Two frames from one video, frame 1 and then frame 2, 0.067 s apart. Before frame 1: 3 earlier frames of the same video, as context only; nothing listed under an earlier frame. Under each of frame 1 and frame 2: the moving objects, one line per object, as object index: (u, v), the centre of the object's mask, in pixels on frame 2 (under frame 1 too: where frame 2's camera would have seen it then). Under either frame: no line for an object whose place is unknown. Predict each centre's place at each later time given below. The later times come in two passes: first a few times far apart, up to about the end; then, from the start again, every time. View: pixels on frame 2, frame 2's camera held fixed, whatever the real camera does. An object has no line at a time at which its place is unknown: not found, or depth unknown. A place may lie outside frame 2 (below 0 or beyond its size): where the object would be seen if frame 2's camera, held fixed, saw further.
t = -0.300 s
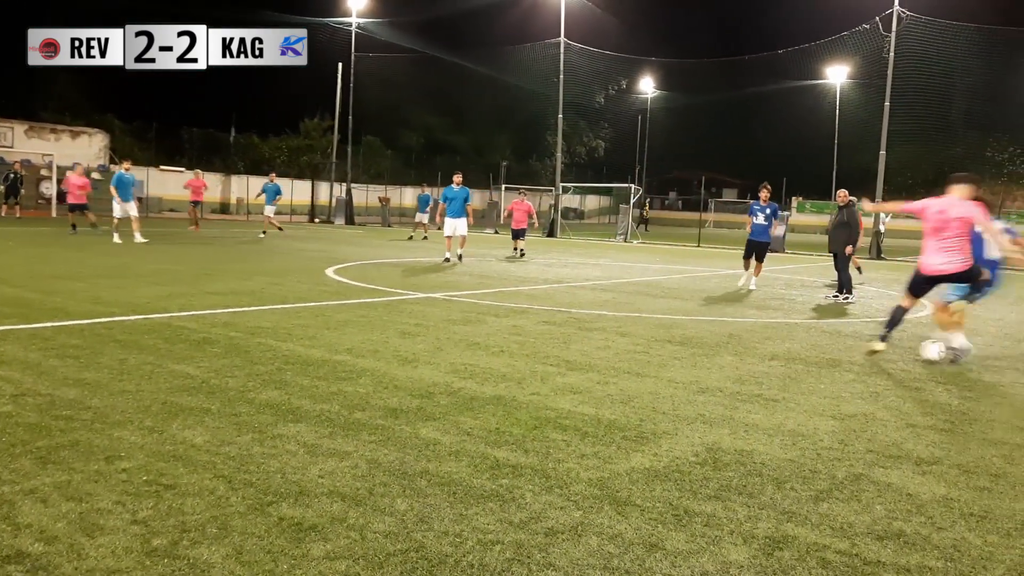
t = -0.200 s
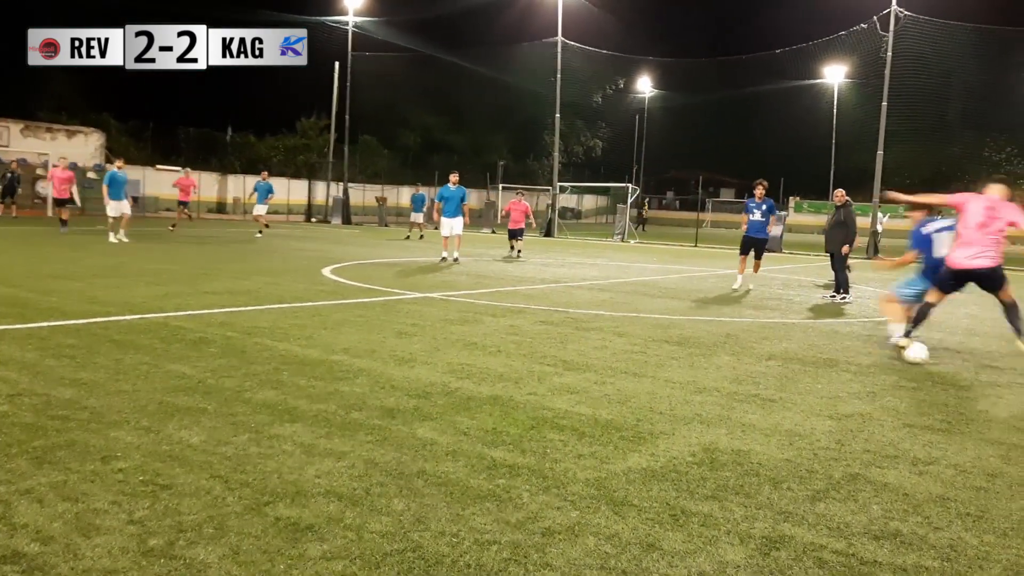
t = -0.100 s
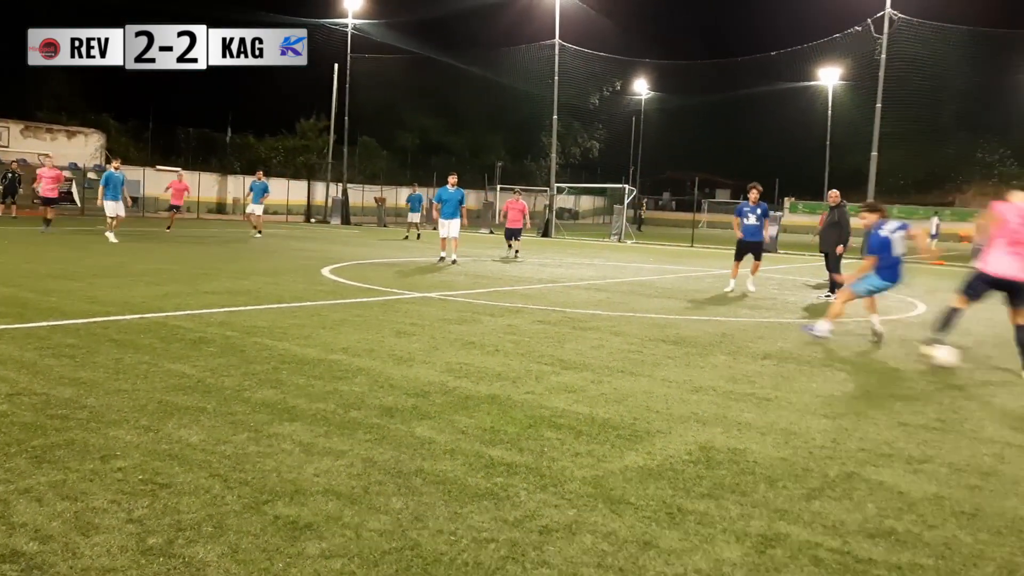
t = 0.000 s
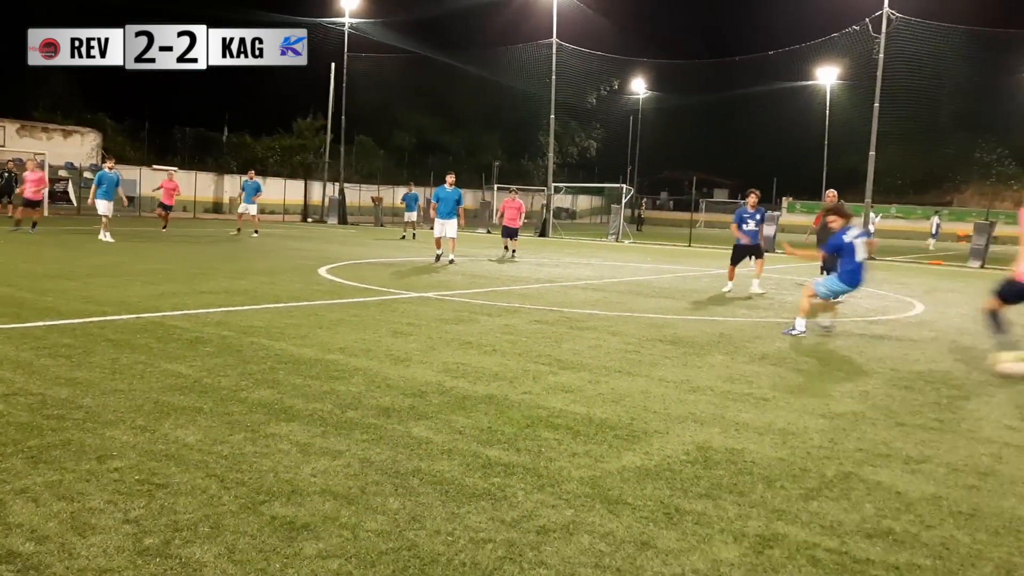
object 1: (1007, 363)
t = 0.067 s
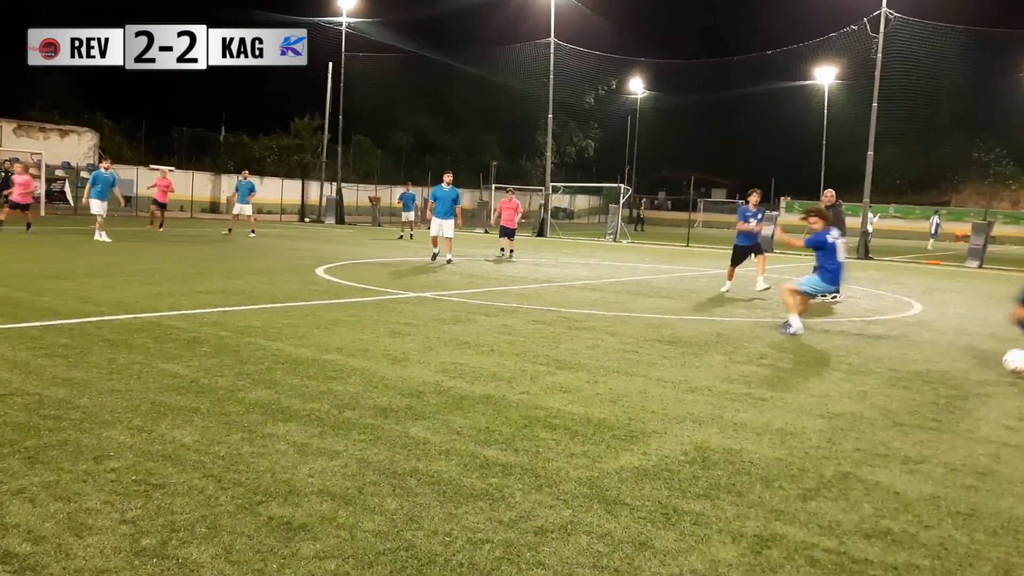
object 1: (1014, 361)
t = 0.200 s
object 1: (1018, 362)
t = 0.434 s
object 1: (1015, 374)
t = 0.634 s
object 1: (1013, 378)
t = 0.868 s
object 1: (1012, 382)
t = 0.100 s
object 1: (1015, 359)
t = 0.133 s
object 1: (1017, 359)
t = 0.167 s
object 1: (1018, 360)
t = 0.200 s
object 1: (1018, 362)
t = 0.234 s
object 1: (1018, 365)
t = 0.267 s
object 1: (1018, 370)
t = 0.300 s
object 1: (1018, 372)
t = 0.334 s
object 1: (1018, 370)
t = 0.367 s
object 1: (1017, 371)
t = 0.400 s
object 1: (1015, 371)
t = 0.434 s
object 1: (1015, 374)
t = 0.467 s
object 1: (1014, 375)
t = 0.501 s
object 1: (1014, 375)
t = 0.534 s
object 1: (1014, 376)
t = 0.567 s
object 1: (1014, 377)
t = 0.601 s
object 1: (1014, 377)
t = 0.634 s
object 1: (1013, 378)
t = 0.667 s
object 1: (1013, 378)
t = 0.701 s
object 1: (1013, 379)
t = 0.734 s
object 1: (1013, 379)
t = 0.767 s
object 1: (1013, 380)
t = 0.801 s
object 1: (1013, 381)
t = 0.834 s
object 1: (1013, 381)
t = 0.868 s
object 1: (1012, 382)
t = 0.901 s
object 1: (1012, 382)
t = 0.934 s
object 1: (1013, 383)
